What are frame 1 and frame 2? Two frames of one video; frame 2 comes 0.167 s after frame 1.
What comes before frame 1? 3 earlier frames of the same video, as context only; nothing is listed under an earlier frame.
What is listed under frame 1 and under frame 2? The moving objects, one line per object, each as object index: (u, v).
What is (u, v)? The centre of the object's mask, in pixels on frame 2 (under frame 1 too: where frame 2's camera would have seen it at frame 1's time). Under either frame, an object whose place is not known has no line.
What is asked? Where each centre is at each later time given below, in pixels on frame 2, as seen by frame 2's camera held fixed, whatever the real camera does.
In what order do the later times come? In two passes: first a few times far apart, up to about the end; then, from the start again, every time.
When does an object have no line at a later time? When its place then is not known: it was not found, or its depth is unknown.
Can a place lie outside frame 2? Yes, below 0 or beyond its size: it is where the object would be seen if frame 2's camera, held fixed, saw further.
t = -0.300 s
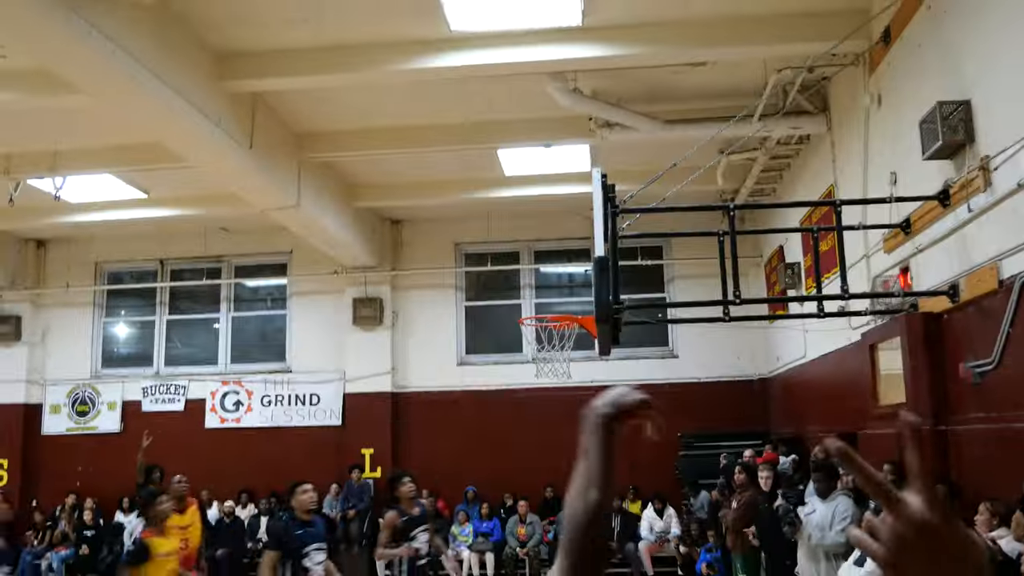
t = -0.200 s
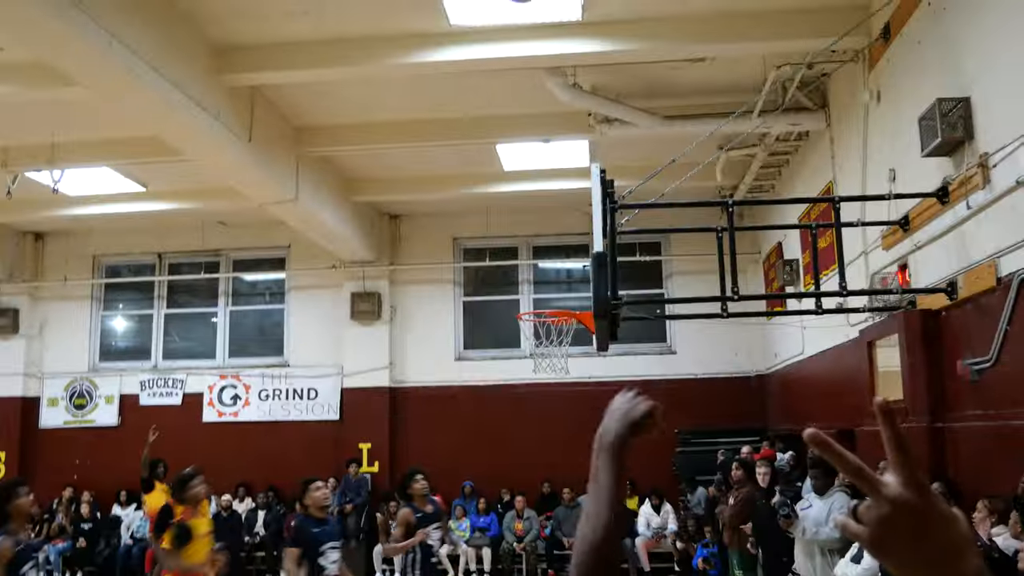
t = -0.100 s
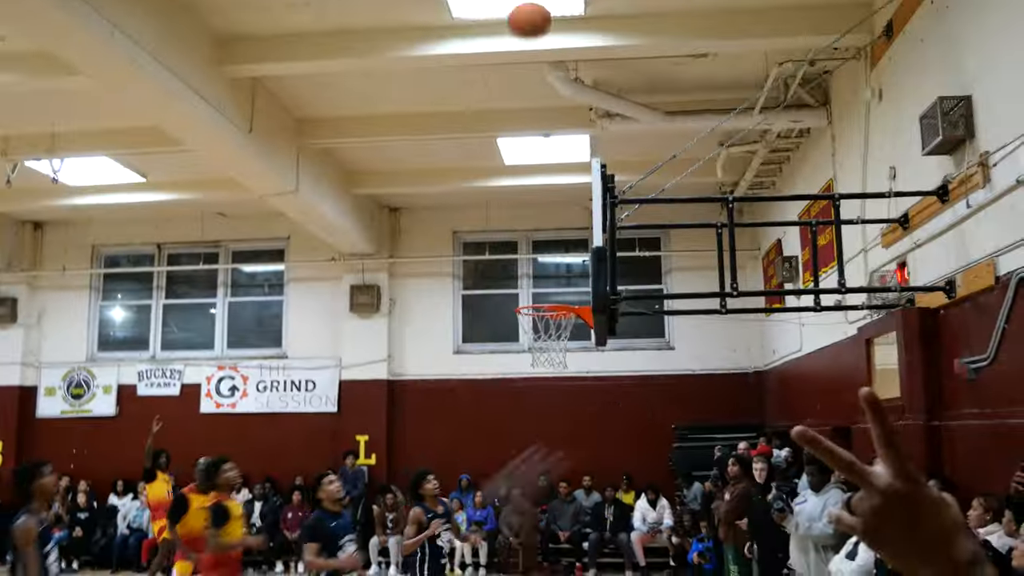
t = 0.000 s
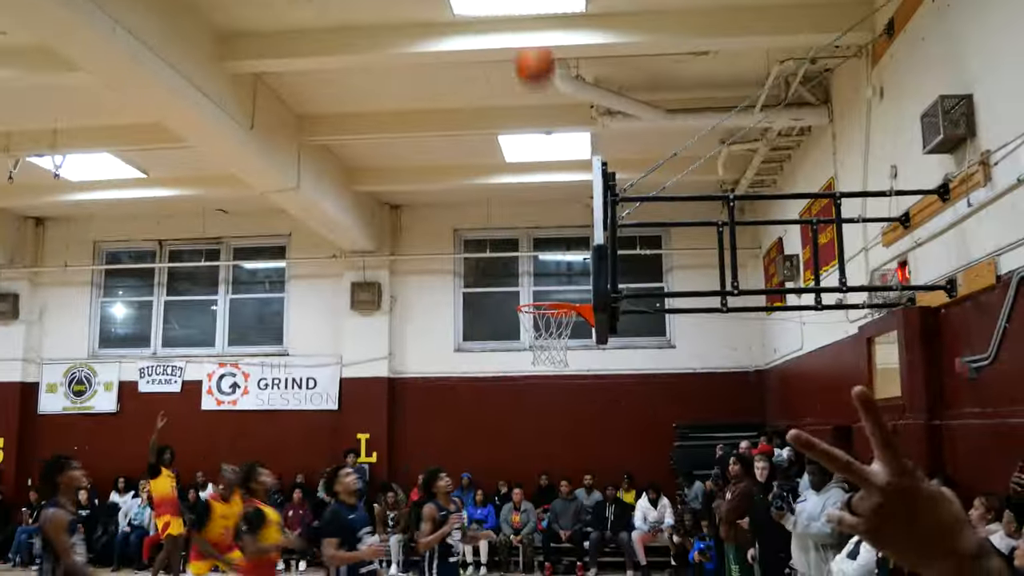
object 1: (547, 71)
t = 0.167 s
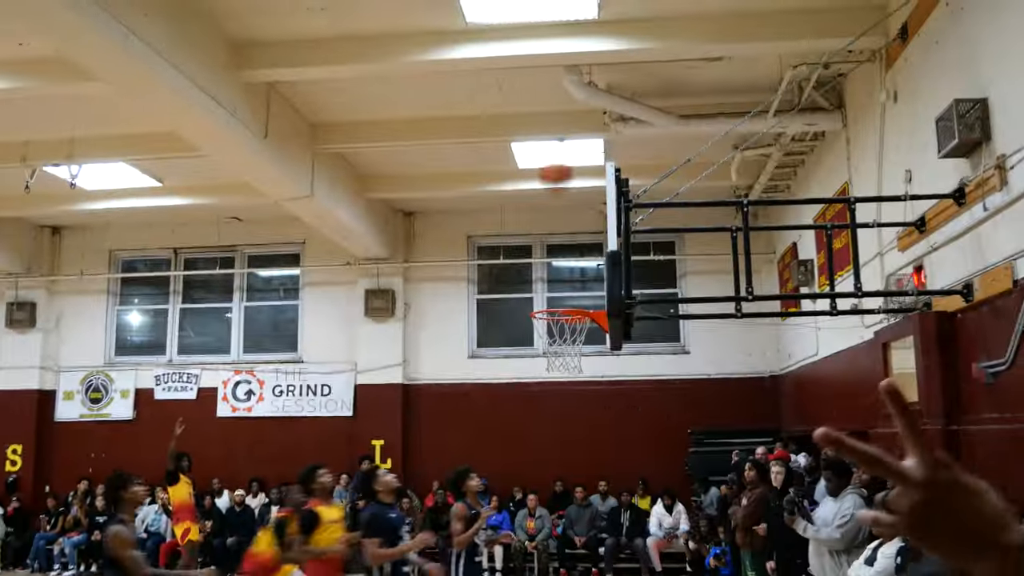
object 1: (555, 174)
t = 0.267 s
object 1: (560, 237)
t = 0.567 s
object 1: (574, 187)
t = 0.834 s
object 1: (590, 119)
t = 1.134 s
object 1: (614, 149)
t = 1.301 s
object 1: (629, 225)
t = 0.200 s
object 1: (557, 198)
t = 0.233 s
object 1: (558, 213)
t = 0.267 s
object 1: (560, 237)
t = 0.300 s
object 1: (561, 260)
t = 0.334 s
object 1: (562, 283)
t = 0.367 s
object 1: (564, 289)
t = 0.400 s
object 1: (565, 269)
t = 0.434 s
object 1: (567, 248)
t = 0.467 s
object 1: (569, 237)
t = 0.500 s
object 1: (571, 216)
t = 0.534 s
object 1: (573, 201)
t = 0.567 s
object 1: (574, 187)
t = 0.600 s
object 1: (577, 176)
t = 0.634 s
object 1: (579, 167)
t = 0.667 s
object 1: (581, 150)
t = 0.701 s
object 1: (582, 139)
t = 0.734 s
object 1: (585, 132)
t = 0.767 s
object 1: (586, 126)
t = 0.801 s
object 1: (588, 122)
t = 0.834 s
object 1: (590, 119)
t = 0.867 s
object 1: (592, 117)
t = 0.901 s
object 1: (594, 116)
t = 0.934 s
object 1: (597, 116)
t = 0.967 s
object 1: (599, 117)
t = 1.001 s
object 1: (602, 120)
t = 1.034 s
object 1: (605, 124)
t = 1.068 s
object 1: (608, 129)
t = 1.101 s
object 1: (611, 138)
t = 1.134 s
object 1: (614, 149)
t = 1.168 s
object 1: (617, 163)
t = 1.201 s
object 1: (618, 173)
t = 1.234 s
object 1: (622, 190)
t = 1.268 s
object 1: (625, 205)
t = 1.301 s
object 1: (629, 225)
